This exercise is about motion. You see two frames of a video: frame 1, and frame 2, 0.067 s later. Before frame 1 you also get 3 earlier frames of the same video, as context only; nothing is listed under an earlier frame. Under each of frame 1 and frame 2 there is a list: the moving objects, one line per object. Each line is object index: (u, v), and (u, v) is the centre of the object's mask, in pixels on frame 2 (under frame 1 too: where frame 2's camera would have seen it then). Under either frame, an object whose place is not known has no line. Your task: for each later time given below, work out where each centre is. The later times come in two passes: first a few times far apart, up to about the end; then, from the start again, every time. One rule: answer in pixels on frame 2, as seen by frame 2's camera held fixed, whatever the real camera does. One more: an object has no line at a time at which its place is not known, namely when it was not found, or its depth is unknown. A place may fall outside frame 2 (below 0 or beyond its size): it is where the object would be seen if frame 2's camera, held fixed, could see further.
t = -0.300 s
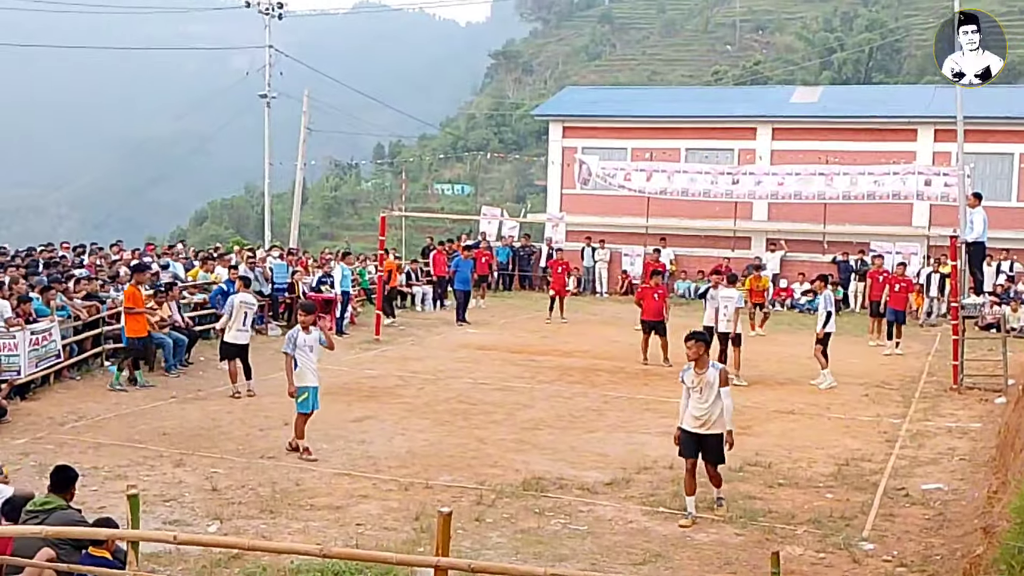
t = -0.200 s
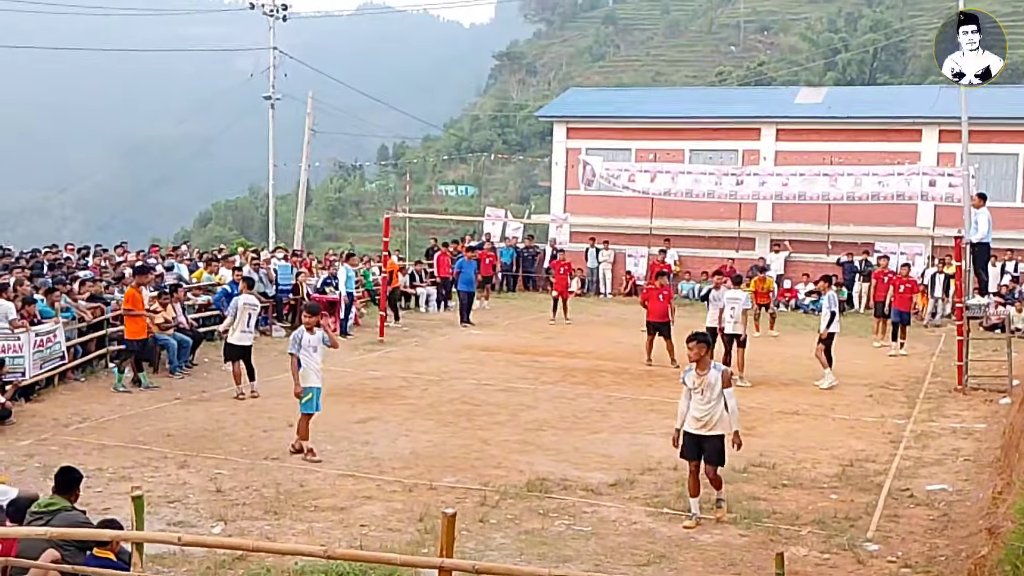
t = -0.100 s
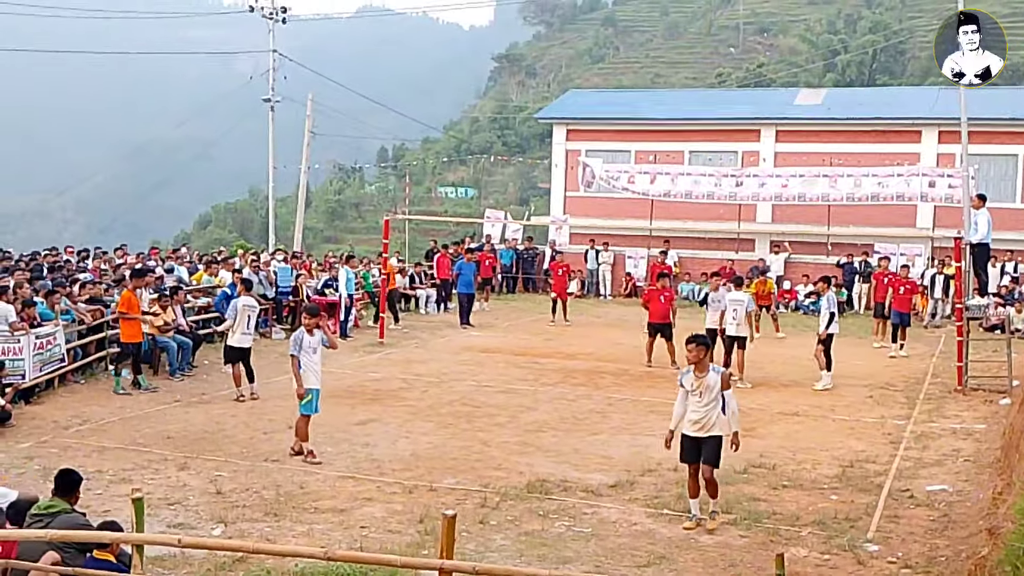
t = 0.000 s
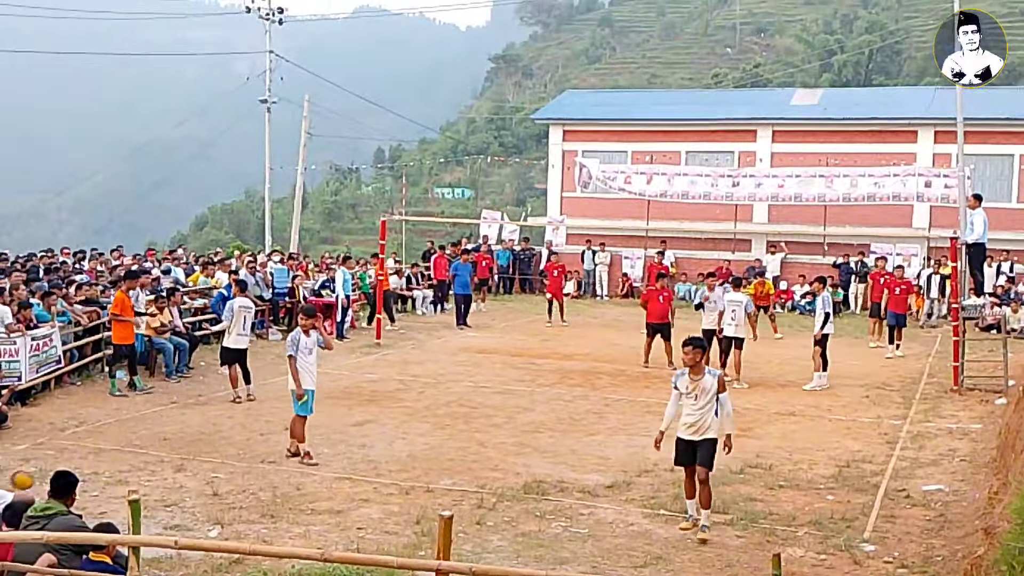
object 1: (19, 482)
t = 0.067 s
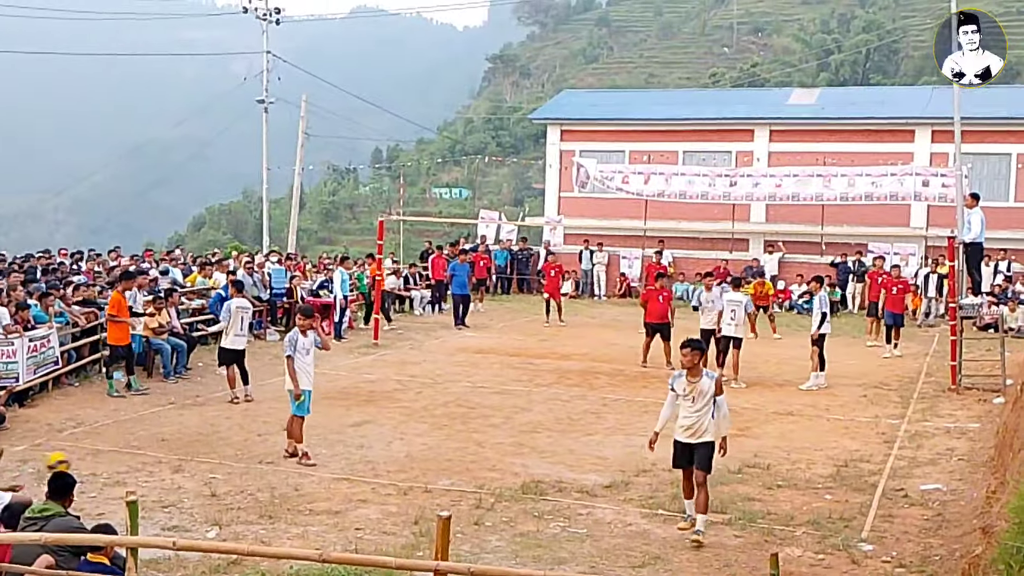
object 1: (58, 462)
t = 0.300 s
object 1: (189, 445)
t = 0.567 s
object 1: (329, 498)
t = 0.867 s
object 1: (441, 465)
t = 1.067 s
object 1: (509, 482)
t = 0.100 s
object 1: (77, 457)
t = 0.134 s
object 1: (96, 452)
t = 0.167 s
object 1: (115, 448)
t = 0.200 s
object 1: (133, 445)
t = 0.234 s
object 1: (153, 444)
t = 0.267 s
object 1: (170, 444)
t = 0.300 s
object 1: (189, 445)
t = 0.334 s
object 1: (207, 447)
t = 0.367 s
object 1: (225, 451)
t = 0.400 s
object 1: (244, 457)
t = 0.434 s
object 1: (260, 462)
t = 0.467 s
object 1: (279, 469)
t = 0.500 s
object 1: (297, 479)
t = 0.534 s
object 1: (314, 486)
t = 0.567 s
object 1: (329, 498)
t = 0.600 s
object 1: (348, 509)
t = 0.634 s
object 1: (360, 500)
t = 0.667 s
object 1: (371, 491)
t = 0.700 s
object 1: (383, 484)
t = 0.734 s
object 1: (394, 477)
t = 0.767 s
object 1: (405, 473)
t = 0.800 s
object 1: (418, 468)
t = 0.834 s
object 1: (430, 465)
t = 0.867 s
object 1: (441, 465)
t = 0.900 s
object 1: (452, 465)
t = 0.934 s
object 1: (463, 465)
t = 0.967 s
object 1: (473, 467)
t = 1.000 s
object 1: (486, 470)
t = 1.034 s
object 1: (498, 475)
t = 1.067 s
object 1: (509, 482)
